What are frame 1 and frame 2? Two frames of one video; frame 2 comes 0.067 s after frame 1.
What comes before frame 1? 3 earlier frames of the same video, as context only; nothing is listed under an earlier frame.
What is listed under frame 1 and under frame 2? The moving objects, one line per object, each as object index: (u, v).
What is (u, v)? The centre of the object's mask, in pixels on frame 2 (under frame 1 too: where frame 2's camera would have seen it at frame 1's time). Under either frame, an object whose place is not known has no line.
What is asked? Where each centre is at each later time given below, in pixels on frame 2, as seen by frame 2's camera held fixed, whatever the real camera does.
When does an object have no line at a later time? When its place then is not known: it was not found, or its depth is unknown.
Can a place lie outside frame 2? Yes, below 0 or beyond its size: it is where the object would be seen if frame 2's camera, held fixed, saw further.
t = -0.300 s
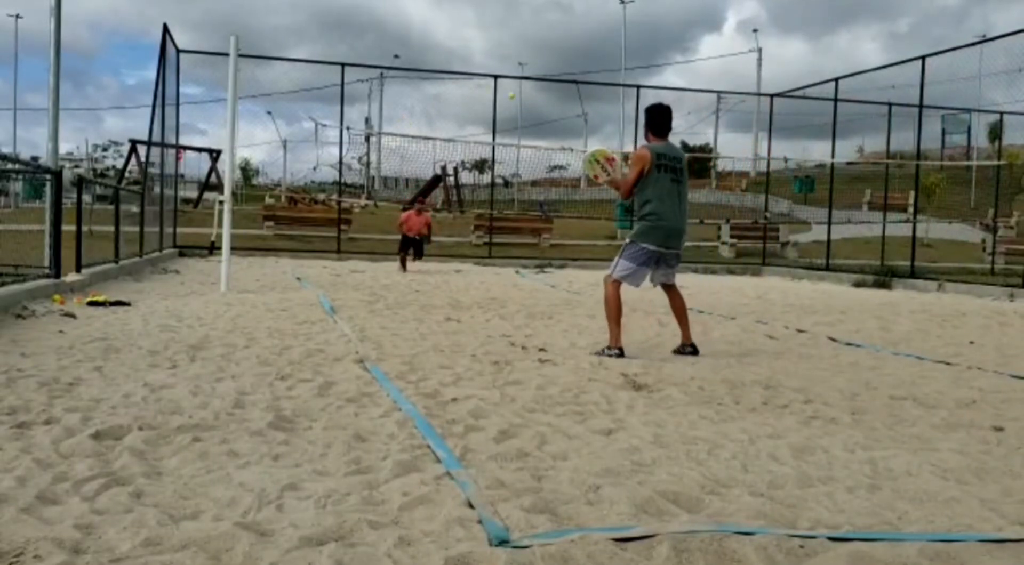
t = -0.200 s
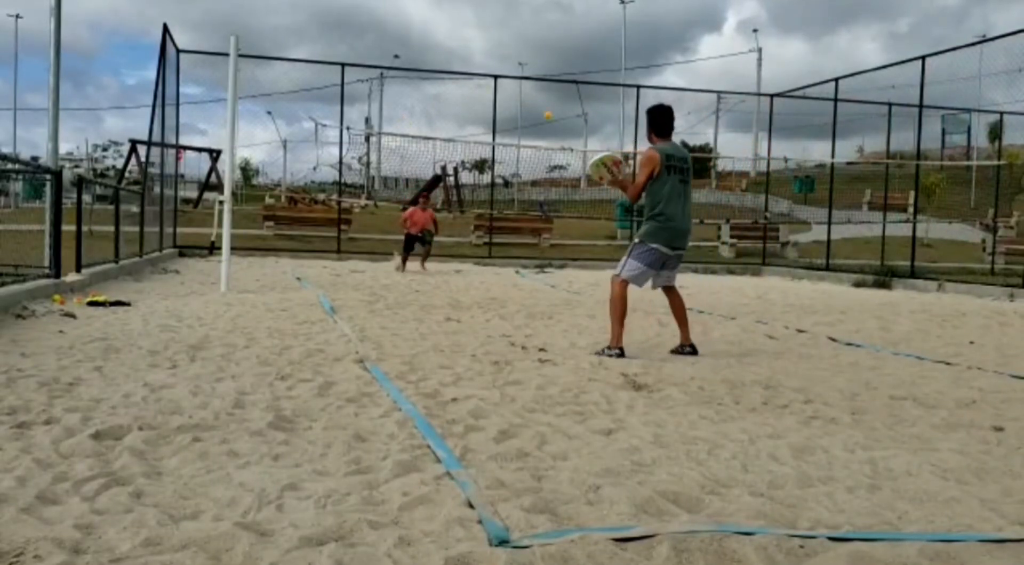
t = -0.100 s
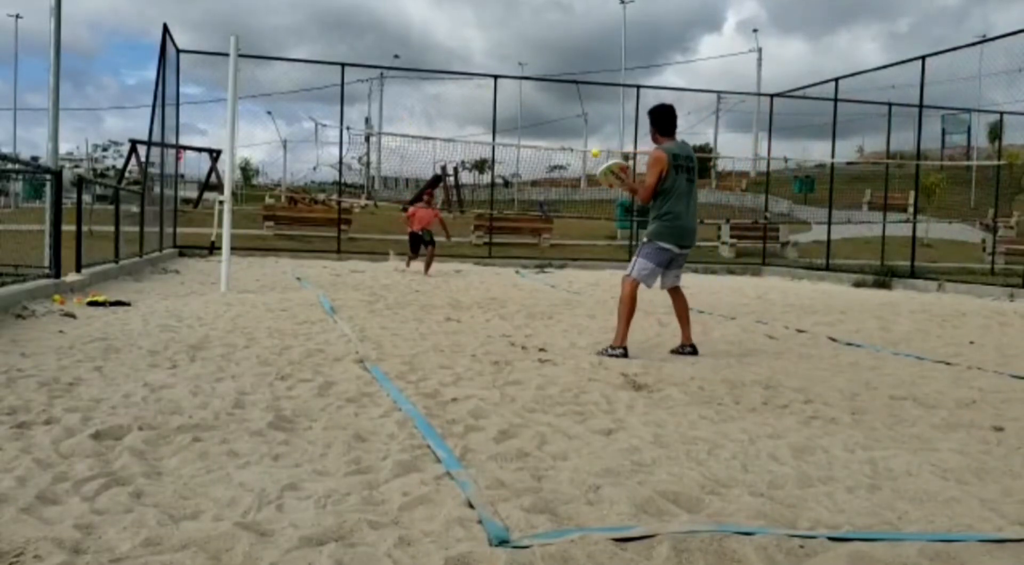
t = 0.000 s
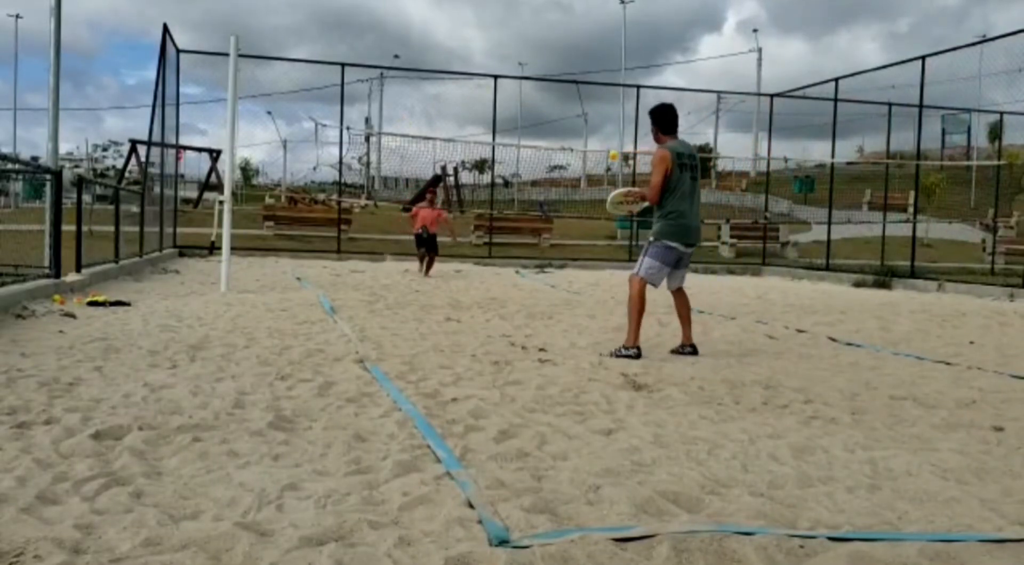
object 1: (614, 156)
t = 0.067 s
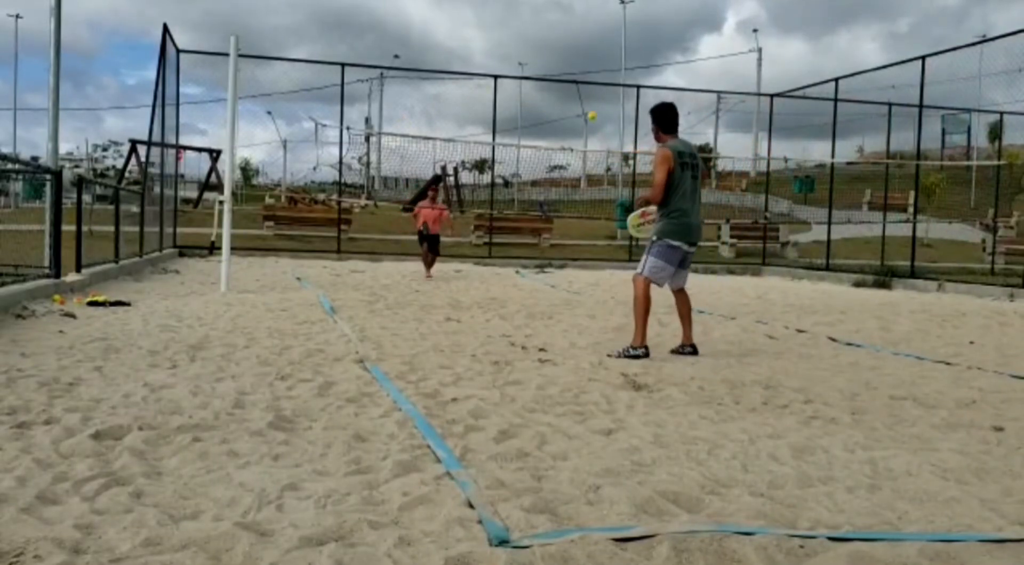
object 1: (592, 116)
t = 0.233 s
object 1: (544, 52)
